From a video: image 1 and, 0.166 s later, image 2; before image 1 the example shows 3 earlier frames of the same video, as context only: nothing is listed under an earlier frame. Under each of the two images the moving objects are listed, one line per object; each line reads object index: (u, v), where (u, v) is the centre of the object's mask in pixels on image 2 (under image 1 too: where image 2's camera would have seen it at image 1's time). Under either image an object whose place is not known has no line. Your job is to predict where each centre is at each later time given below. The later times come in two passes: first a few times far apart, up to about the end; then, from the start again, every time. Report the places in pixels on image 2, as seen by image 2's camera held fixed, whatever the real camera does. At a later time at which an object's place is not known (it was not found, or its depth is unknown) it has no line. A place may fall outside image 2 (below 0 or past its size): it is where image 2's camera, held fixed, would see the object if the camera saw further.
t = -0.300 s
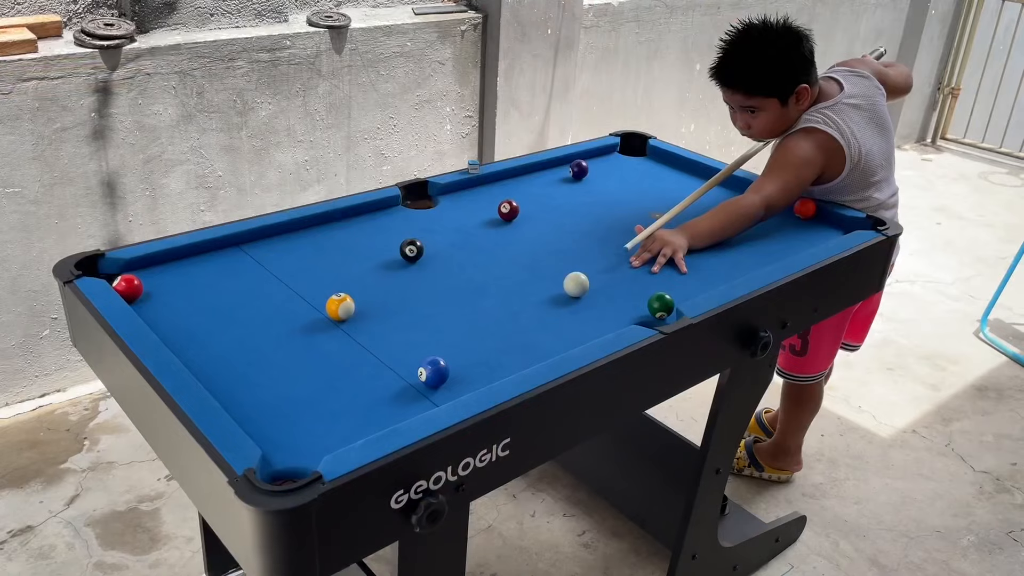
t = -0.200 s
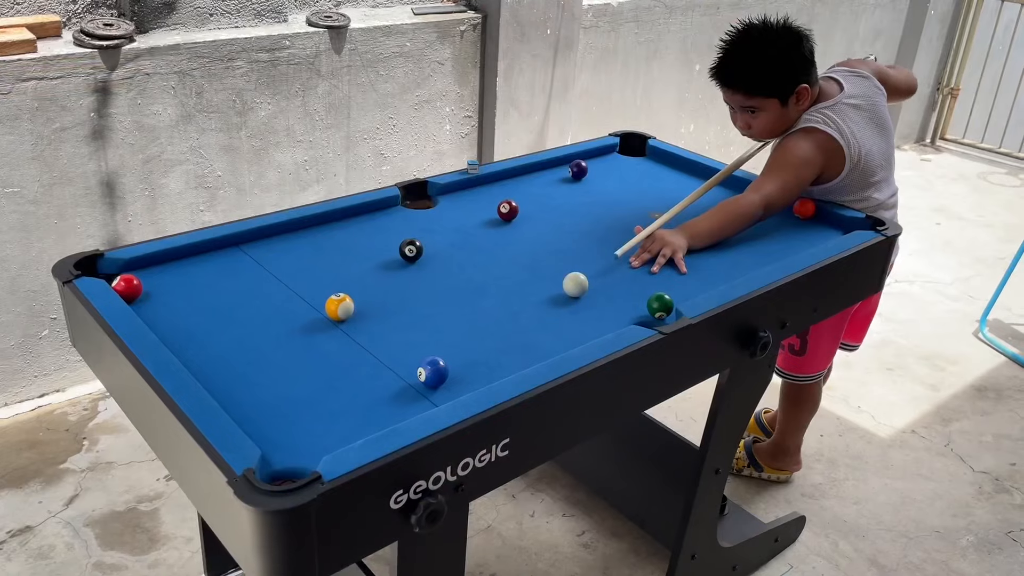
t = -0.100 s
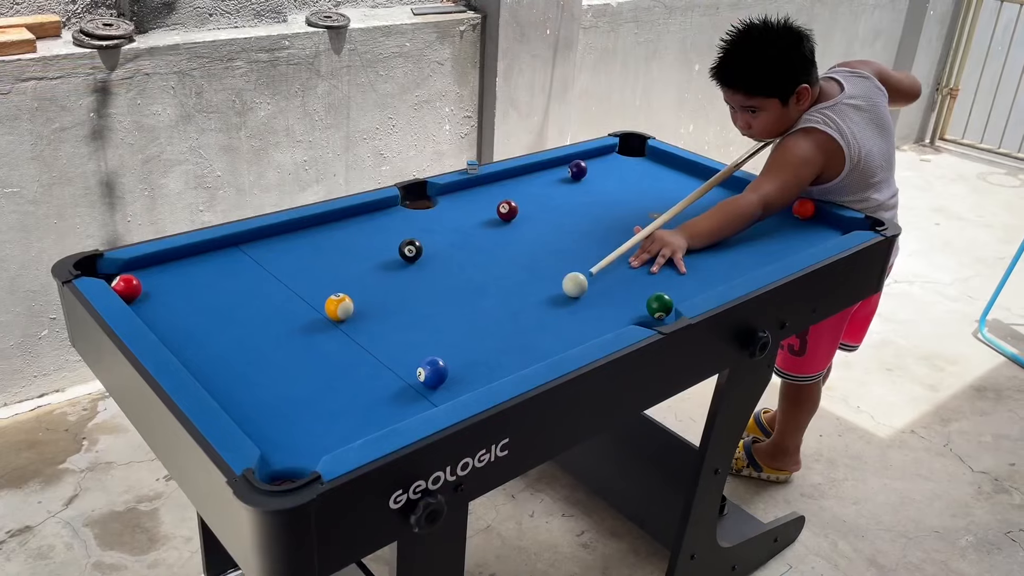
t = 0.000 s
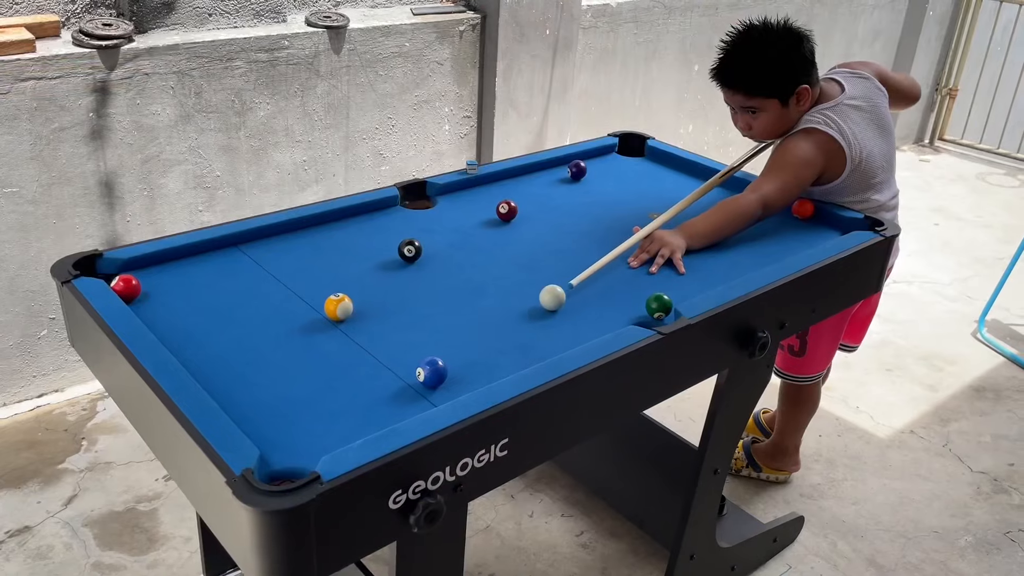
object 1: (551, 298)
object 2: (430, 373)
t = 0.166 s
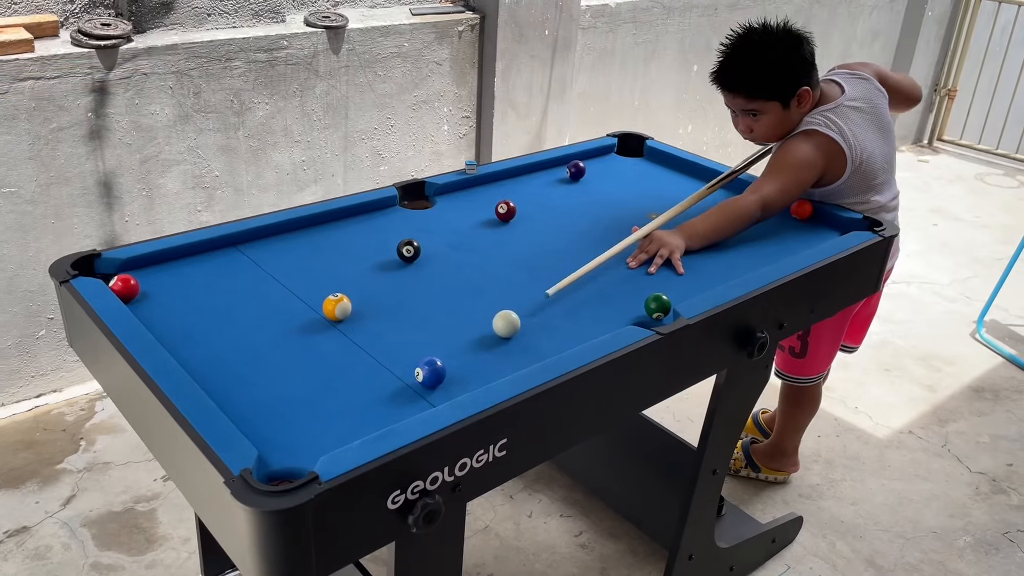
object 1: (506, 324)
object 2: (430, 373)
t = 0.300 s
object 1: (467, 346)
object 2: (430, 372)
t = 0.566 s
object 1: (420, 359)
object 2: (396, 402)
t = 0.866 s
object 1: (382, 364)
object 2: (341, 436)
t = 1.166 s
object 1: (349, 367)
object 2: (276, 463)
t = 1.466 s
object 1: (322, 370)
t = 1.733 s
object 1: (303, 373)
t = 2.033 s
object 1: (286, 375)
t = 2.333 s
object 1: (275, 377)
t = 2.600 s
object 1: (271, 378)
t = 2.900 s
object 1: (270, 379)
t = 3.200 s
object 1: (270, 379)
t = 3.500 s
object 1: (270, 379)
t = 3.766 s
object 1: (270, 379)
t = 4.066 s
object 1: (270, 379)
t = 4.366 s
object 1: (270, 379)
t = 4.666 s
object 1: (270, 379)
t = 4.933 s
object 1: (270, 379)
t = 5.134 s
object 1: (270, 379)
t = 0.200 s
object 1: (496, 329)
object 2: (430, 372)
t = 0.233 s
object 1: (487, 335)
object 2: (430, 372)
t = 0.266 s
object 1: (477, 340)
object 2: (430, 372)
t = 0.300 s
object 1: (467, 346)
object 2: (430, 372)
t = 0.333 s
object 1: (456, 352)
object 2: (430, 372)
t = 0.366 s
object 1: (448, 355)
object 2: (431, 372)
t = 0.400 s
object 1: (443, 357)
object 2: (424, 379)
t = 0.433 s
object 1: (438, 357)
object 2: (418, 385)
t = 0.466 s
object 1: (434, 358)
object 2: (412, 388)
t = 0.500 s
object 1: (429, 358)
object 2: (407, 393)
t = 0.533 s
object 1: (425, 359)
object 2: (401, 397)
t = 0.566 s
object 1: (420, 359)
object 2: (396, 402)
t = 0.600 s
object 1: (416, 360)
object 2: (391, 407)
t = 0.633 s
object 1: (411, 360)
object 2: (385, 411)
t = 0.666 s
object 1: (407, 361)
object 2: (379, 415)
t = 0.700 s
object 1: (403, 361)
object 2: (373, 419)
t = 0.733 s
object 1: (399, 362)
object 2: (367, 423)
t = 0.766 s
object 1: (394, 362)
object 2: (361, 427)
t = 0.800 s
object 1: (390, 363)
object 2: (355, 431)
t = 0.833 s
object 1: (386, 363)
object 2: (348, 434)
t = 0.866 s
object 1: (382, 364)
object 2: (341, 436)
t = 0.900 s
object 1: (378, 364)
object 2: (333, 438)
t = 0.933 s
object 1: (374, 365)
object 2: (326, 441)
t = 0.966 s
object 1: (371, 365)
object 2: (318, 444)
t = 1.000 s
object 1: (367, 365)
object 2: (312, 447)
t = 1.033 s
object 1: (363, 366)
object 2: (306, 450)
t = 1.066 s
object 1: (360, 366)
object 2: (299, 452)
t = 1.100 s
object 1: (356, 366)
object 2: (291, 454)
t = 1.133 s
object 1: (353, 367)
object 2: (283, 457)
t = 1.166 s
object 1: (349, 367)
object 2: (276, 463)
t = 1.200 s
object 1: (346, 367)
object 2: (280, 469)
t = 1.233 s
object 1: (343, 368)
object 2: (285, 477)
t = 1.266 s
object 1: (340, 368)
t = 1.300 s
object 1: (337, 368)
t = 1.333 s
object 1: (334, 369)
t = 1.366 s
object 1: (331, 369)
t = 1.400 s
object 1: (328, 370)
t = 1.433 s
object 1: (325, 370)
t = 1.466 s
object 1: (322, 370)
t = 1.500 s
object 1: (320, 370)
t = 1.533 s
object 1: (317, 371)
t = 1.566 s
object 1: (315, 371)
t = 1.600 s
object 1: (312, 371)
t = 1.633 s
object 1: (310, 372)
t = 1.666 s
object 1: (308, 372)
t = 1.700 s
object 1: (305, 372)
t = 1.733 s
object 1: (303, 373)
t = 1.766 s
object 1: (301, 373)
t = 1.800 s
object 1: (299, 373)
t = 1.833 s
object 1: (297, 374)
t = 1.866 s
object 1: (295, 374)
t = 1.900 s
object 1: (293, 374)
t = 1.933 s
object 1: (291, 374)
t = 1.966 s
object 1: (289, 374)
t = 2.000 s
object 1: (288, 375)
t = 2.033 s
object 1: (286, 375)
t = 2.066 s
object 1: (285, 375)
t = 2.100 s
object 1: (283, 375)
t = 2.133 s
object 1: (282, 375)
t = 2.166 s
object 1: (280, 376)
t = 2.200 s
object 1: (279, 376)
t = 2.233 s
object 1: (278, 376)
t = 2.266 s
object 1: (277, 376)
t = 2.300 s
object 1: (276, 377)
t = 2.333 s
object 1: (275, 377)
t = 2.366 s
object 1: (274, 377)
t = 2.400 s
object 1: (273, 377)
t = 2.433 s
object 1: (273, 378)
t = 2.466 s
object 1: (272, 378)
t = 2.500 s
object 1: (271, 378)
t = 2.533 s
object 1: (271, 378)
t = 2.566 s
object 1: (271, 378)
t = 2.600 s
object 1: (271, 378)
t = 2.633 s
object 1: (270, 378)
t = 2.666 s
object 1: (270, 379)
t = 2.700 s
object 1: (270, 378)
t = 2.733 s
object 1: (270, 379)
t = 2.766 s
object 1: (270, 379)
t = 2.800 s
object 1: (270, 378)
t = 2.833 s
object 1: (270, 378)
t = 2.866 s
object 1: (270, 379)
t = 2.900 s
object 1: (270, 379)
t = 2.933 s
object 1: (270, 379)
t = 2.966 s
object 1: (270, 379)
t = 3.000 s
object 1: (270, 379)
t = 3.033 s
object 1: (270, 379)
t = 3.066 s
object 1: (270, 379)
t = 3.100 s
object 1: (270, 379)
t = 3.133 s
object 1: (270, 379)
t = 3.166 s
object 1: (270, 379)
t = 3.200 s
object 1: (270, 379)
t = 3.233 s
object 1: (270, 379)
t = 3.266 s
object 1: (270, 379)
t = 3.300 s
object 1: (270, 379)
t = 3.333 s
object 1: (270, 379)
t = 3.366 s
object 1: (270, 379)
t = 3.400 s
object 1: (270, 379)
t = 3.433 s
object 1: (270, 379)
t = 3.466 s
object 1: (270, 379)
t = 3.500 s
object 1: (270, 379)
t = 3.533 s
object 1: (270, 379)
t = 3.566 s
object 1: (270, 379)
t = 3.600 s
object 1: (270, 379)
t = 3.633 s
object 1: (270, 379)
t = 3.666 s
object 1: (270, 379)
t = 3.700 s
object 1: (270, 379)
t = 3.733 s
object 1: (270, 379)
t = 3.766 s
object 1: (270, 379)
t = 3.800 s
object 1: (270, 379)
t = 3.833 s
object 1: (270, 379)
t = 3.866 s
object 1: (270, 379)
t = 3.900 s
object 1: (270, 379)
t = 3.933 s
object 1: (270, 379)
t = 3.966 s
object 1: (270, 379)
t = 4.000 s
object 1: (270, 379)
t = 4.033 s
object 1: (270, 379)
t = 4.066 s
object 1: (270, 379)
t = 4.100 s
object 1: (270, 379)
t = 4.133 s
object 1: (270, 379)
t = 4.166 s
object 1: (270, 379)
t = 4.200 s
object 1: (270, 379)
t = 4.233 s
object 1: (270, 379)
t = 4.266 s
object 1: (270, 379)
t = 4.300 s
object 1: (270, 379)
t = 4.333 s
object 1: (270, 379)
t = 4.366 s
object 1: (270, 379)
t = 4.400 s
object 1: (270, 379)
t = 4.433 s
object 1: (270, 379)
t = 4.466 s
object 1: (270, 379)
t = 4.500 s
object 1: (270, 379)
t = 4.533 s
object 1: (270, 379)
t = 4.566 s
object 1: (270, 379)
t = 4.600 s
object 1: (270, 379)
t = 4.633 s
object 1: (270, 379)
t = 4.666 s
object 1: (270, 379)
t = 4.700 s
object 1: (270, 379)
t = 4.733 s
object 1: (270, 379)
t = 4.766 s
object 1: (270, 379)
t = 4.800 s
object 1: (270, 379)
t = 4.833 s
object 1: (270, 379)
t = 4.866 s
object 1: (270, 379)
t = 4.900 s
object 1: (270, 379)
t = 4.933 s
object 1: (270, 379)
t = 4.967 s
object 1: (270, 379)
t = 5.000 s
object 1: (270, 379)
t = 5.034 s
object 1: (270, 379)
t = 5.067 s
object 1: (271, 379)
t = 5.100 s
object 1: (270, 379)
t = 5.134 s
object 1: (270, 379)
